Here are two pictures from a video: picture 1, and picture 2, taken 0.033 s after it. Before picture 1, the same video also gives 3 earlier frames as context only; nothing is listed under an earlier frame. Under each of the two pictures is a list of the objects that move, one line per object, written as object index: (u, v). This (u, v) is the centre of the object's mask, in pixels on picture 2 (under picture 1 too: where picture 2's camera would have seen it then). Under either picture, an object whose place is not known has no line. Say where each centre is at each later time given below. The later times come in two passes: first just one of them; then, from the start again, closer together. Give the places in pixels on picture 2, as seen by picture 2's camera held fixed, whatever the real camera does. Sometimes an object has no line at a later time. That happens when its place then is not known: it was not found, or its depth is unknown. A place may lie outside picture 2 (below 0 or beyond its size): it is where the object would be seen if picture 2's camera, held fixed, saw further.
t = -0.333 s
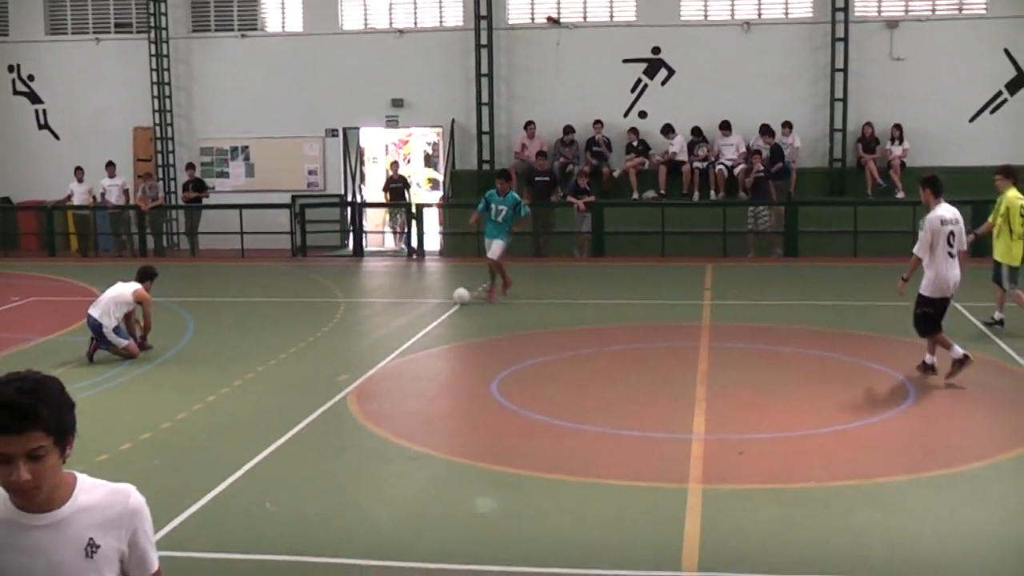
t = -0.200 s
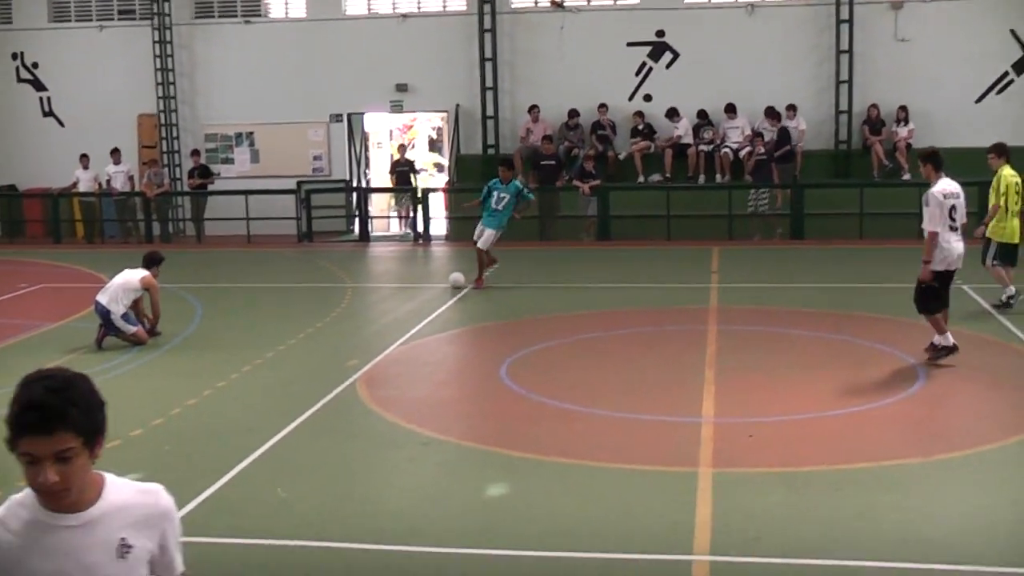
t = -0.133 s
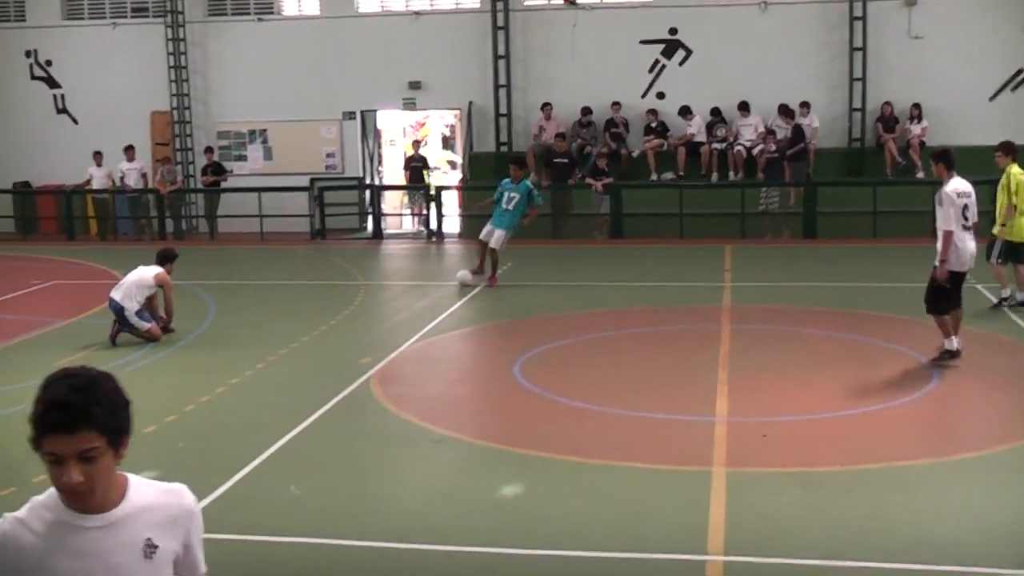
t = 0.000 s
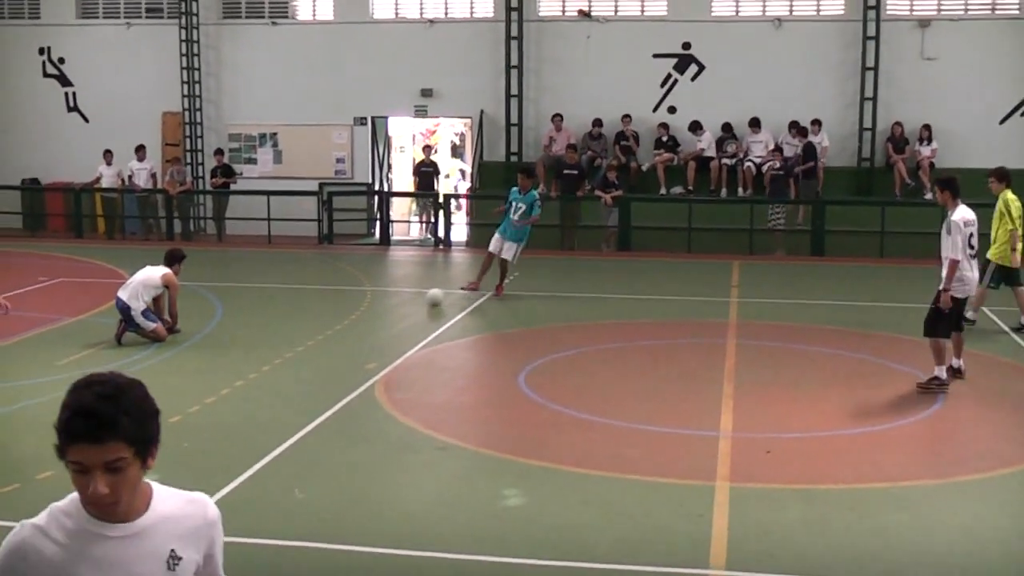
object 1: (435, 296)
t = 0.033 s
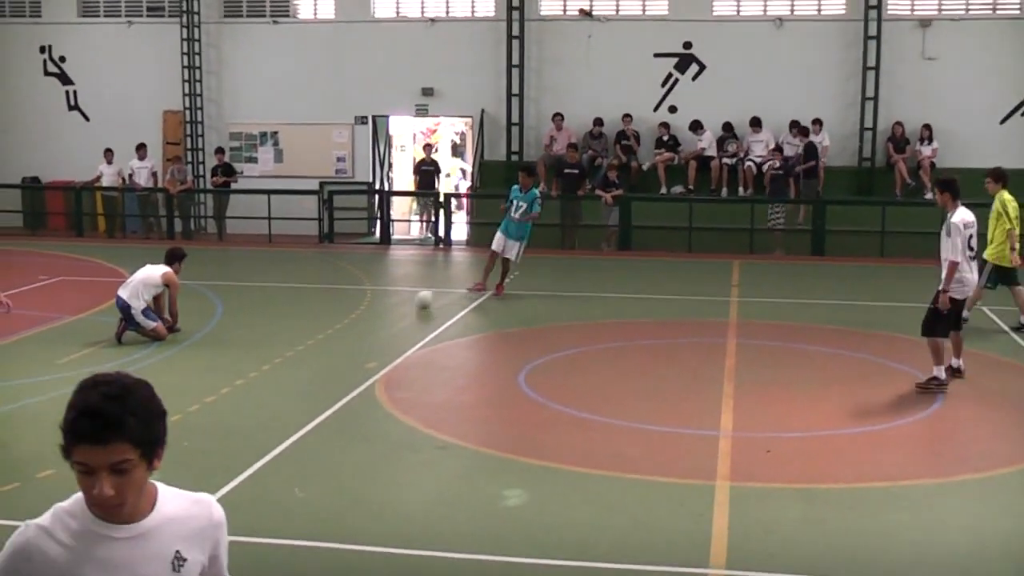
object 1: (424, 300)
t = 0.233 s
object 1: (353, 320)
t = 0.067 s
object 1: (412, 303)
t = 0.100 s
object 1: (401, 306)
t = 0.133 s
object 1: (388, 310)
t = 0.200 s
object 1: (364, 316)
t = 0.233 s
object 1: (353, 320)
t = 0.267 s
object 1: (340, 323)
